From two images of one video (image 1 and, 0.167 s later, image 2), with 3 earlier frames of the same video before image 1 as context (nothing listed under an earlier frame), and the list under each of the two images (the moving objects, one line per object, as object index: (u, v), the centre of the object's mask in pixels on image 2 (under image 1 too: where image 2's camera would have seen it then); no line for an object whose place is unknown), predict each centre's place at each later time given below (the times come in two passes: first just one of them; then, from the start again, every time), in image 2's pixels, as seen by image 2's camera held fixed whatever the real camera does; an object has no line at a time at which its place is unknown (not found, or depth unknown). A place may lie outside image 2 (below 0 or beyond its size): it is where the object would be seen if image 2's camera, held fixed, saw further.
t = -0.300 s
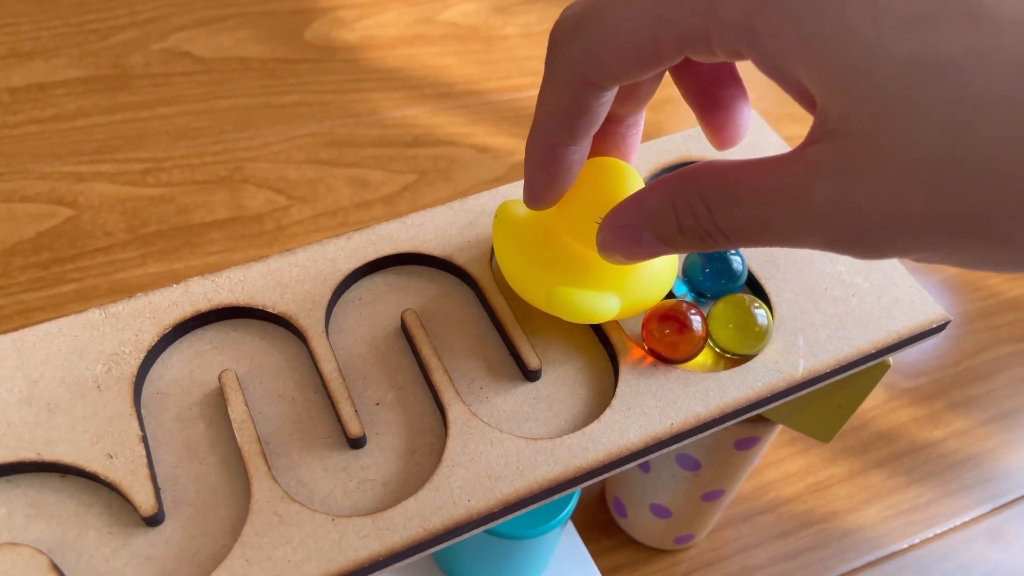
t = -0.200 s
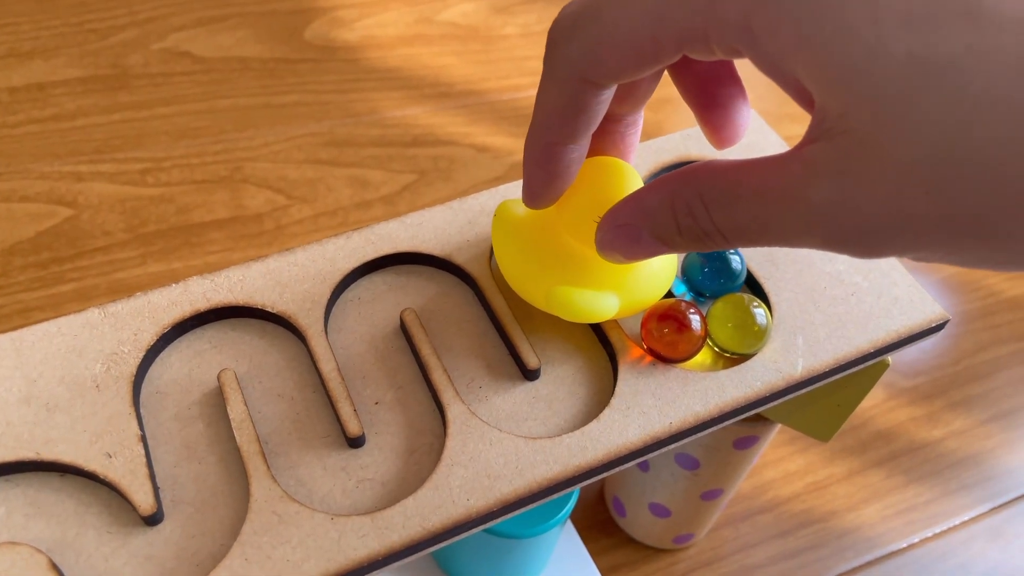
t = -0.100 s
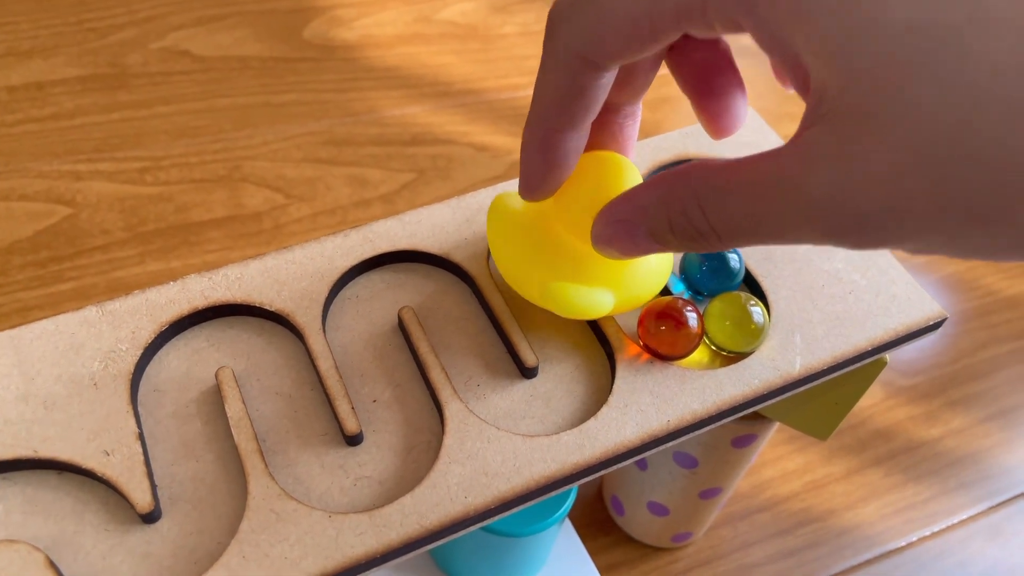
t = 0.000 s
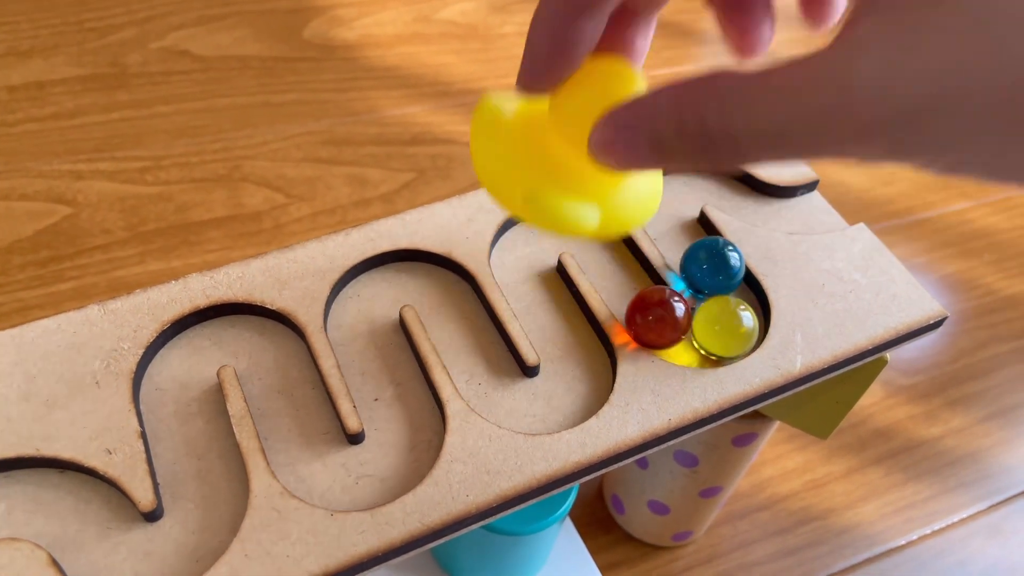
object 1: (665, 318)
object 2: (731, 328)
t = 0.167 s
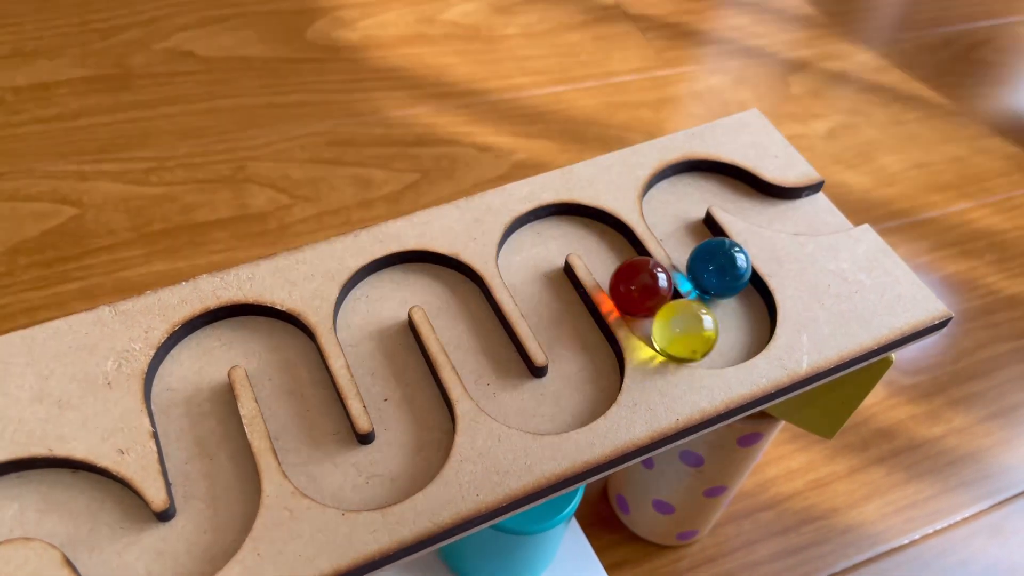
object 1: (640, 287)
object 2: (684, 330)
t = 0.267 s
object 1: (623, 263)
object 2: (657, 309)
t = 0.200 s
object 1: (635, 279)
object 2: (673, 325)
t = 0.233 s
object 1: (629, 271)
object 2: (664, 317)
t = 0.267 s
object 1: (623, 263)
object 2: (657, 309)
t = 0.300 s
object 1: (618, 255)
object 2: (651, 301)
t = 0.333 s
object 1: (612, 248)
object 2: (645, 293)
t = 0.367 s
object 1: (607, 240)
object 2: (640, 285)
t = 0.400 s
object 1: (601, 233)
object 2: (634, 277)
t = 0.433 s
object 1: (594, 227)
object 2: (629, 270)
